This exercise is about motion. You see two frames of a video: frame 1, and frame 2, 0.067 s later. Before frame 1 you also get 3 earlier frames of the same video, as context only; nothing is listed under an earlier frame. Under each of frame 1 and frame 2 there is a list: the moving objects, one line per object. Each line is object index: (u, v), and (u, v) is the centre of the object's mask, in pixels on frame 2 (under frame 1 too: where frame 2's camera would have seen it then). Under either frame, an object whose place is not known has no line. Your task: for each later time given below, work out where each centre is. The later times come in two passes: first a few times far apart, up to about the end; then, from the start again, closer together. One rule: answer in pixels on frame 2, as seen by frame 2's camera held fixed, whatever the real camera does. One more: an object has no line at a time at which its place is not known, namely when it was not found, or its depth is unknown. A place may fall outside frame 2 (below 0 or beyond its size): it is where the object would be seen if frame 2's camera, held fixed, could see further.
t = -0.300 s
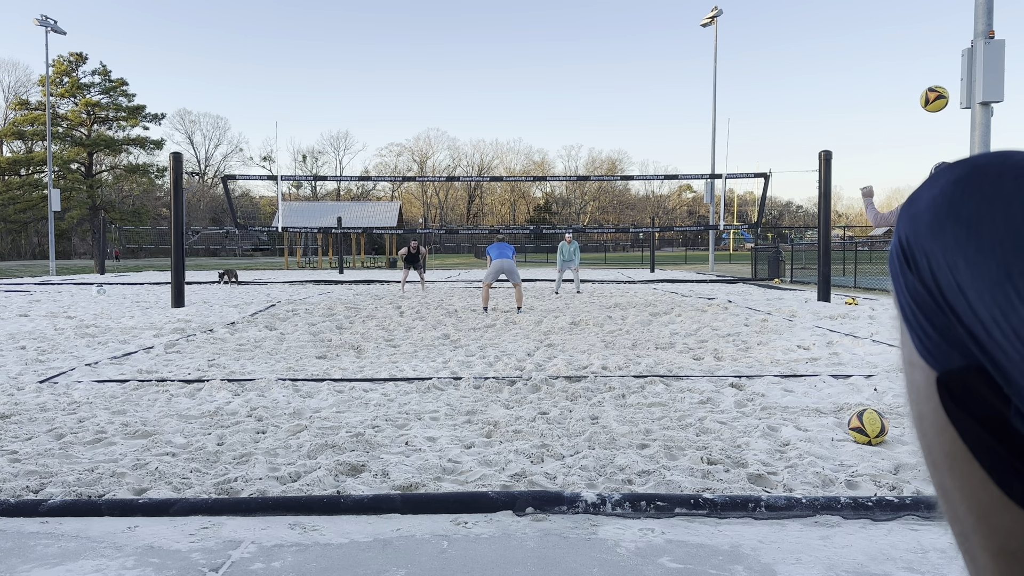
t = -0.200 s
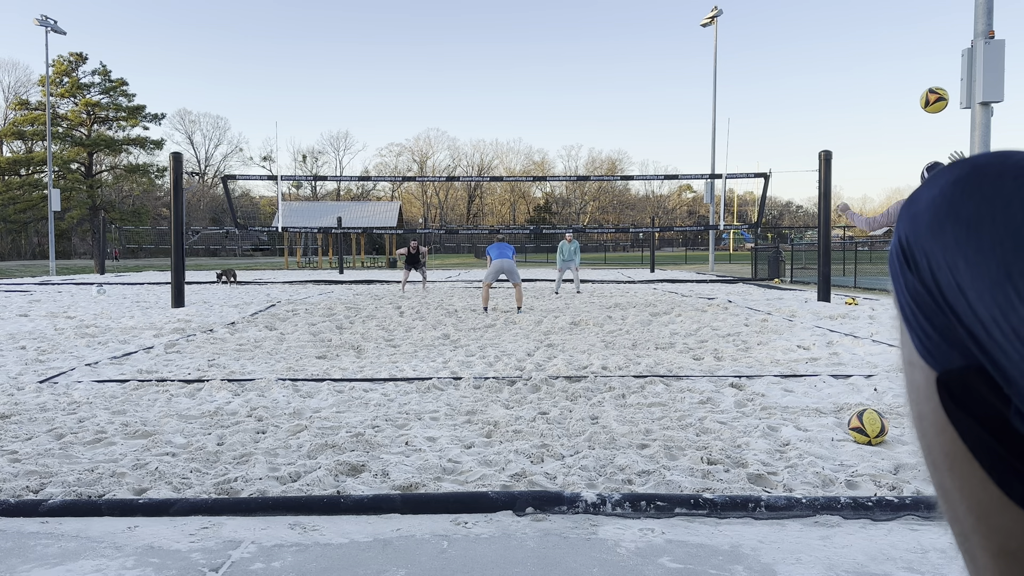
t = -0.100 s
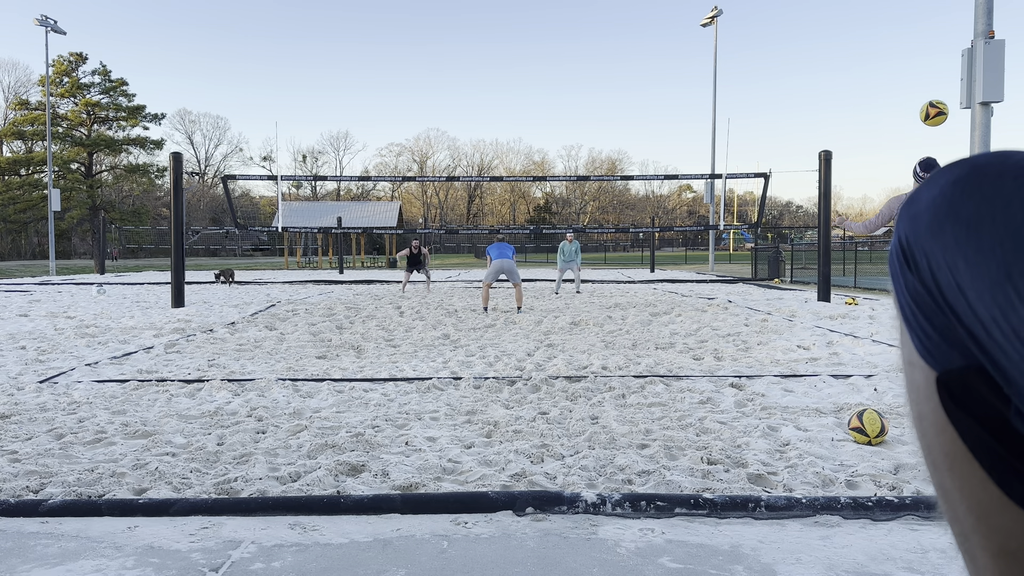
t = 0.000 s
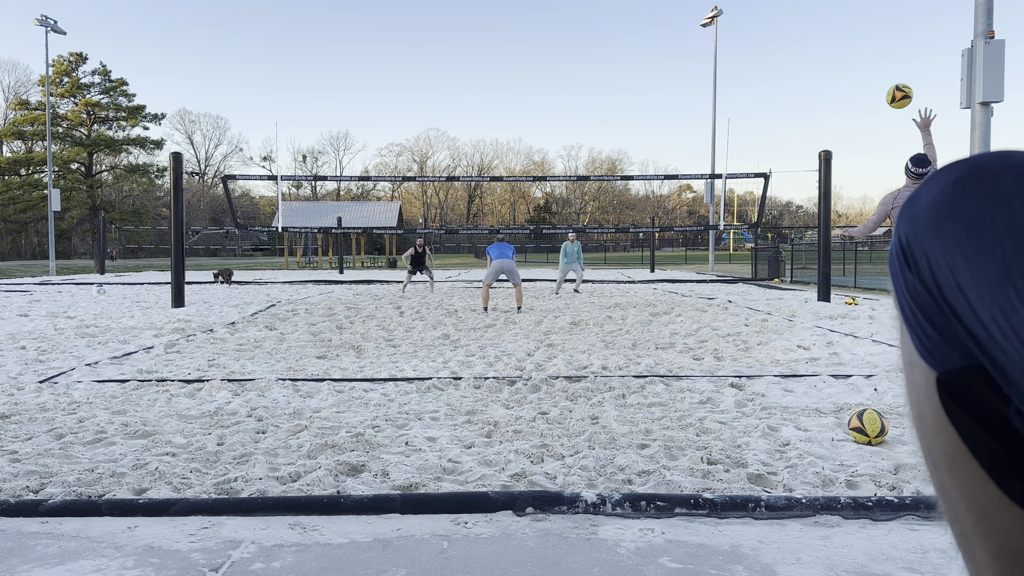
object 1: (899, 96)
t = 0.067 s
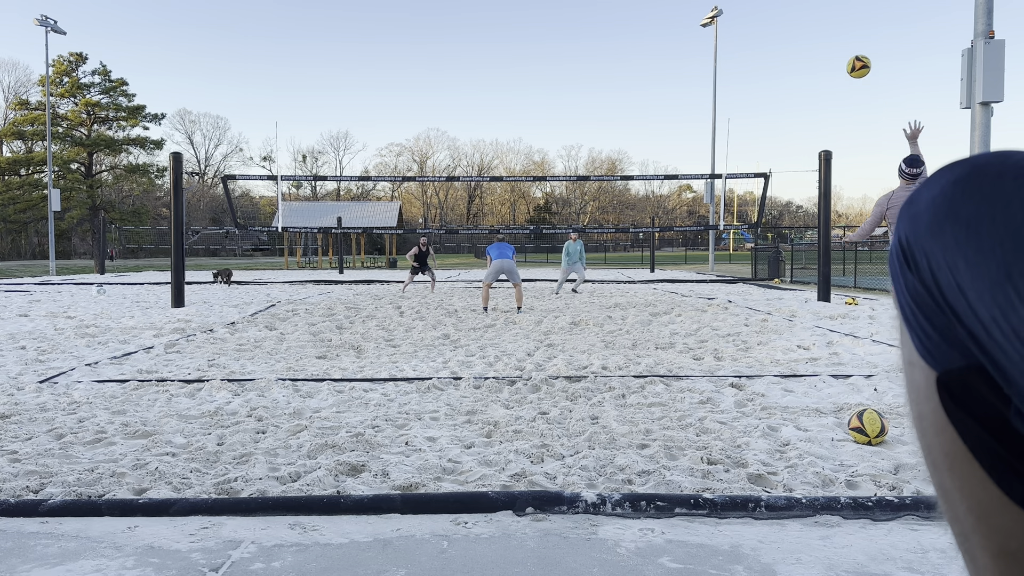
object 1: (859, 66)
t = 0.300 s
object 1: (755, 21)
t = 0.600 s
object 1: (670, 42)
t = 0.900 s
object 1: (615, 111)
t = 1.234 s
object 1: (580, 174)
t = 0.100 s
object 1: (841, 55)
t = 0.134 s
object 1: (824, 45)
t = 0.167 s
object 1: (808, 38)
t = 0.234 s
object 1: (780, 27)
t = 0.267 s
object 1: (767, 24)
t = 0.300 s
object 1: (755, 21)
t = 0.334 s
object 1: (743, 20)
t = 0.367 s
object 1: (732, 20)
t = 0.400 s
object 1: (721, 21)
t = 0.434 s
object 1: (711, 23)
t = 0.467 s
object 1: (702, 25)
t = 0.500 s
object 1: (694, 28)
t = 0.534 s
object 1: (686, 32)
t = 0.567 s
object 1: (678, 37)
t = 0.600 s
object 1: (670, 42)
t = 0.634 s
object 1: (663, 48)
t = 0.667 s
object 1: (656, 54)
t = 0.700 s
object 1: (650, 61)
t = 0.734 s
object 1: (643, 69)
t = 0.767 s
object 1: (637, 76)
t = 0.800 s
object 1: (631, 84)
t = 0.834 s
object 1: (626, 93)
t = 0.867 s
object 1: (620, 102)
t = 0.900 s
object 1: (615, 111)
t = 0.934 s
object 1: (610, 121)
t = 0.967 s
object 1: (605, 130)
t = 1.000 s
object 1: (600, 140)
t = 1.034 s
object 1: (596, 151)
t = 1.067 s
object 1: (591, 162)
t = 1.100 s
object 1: (587, 173)
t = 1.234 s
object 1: (580, 174)
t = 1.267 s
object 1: (579, 175)
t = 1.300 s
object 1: (577, 176)
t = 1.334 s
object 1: (575, 178)
